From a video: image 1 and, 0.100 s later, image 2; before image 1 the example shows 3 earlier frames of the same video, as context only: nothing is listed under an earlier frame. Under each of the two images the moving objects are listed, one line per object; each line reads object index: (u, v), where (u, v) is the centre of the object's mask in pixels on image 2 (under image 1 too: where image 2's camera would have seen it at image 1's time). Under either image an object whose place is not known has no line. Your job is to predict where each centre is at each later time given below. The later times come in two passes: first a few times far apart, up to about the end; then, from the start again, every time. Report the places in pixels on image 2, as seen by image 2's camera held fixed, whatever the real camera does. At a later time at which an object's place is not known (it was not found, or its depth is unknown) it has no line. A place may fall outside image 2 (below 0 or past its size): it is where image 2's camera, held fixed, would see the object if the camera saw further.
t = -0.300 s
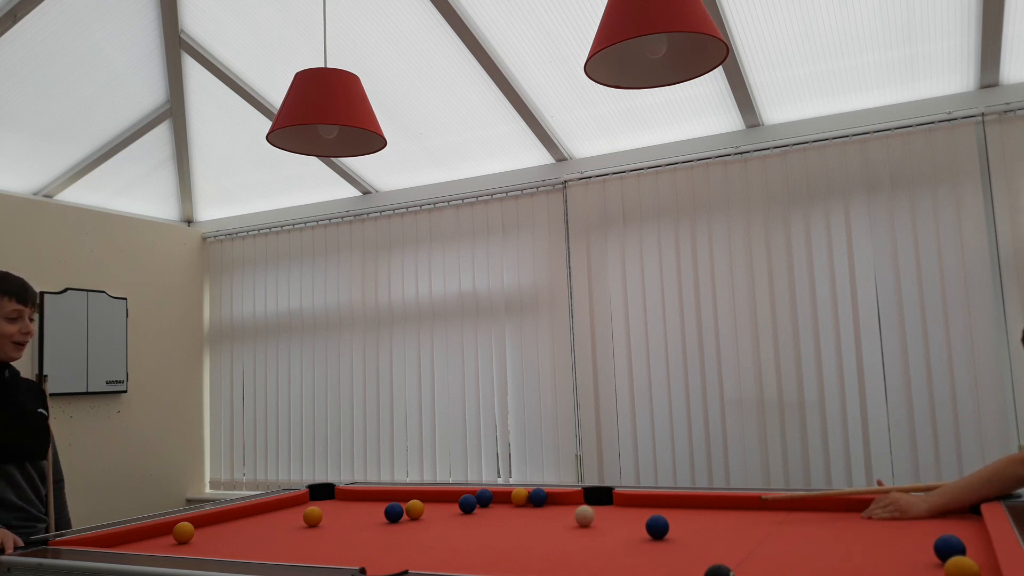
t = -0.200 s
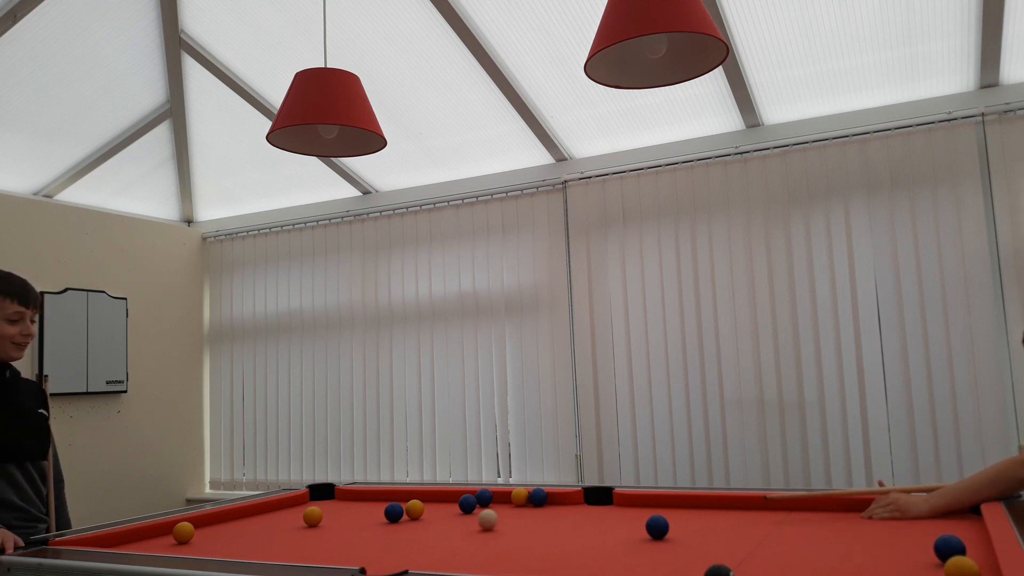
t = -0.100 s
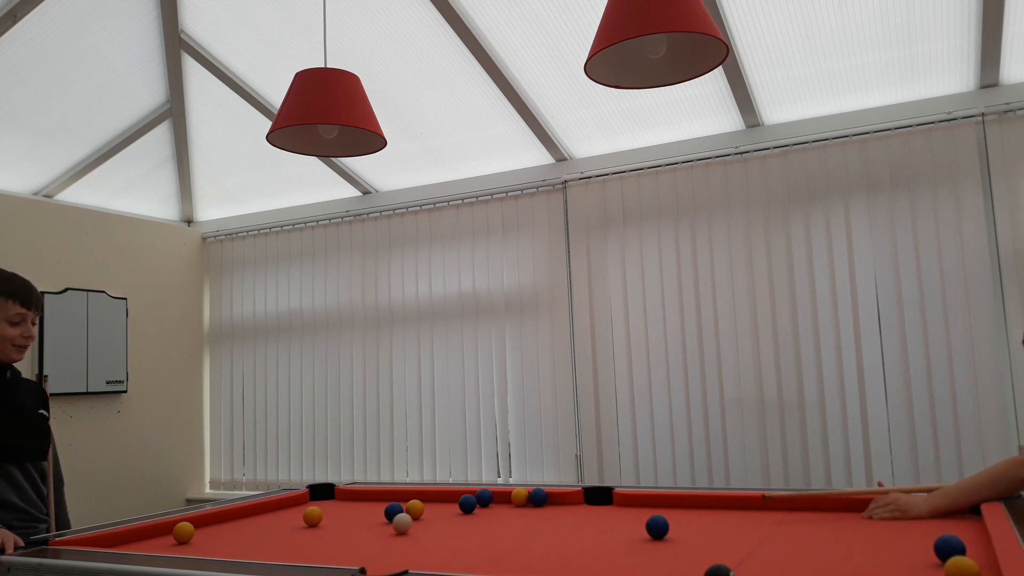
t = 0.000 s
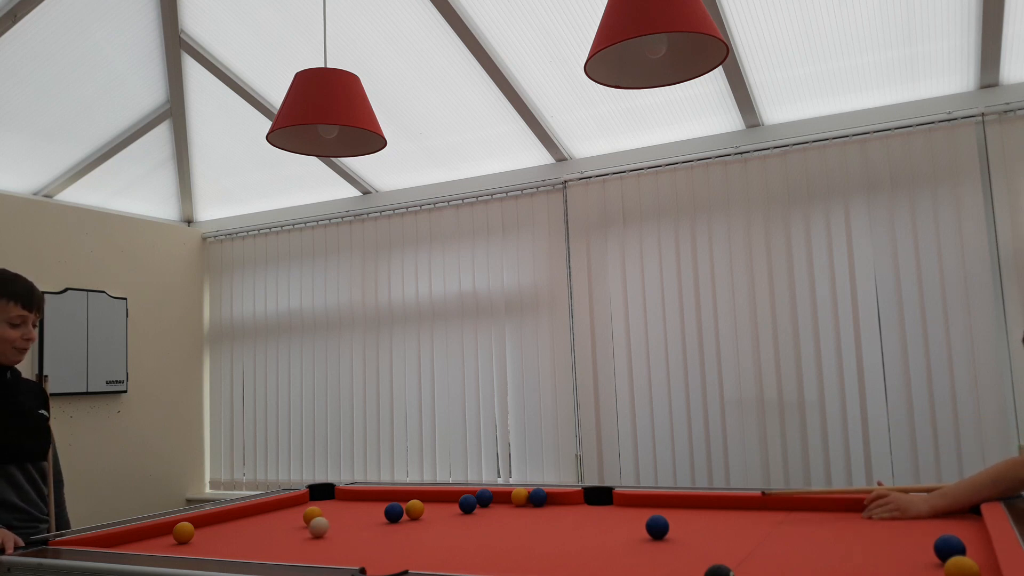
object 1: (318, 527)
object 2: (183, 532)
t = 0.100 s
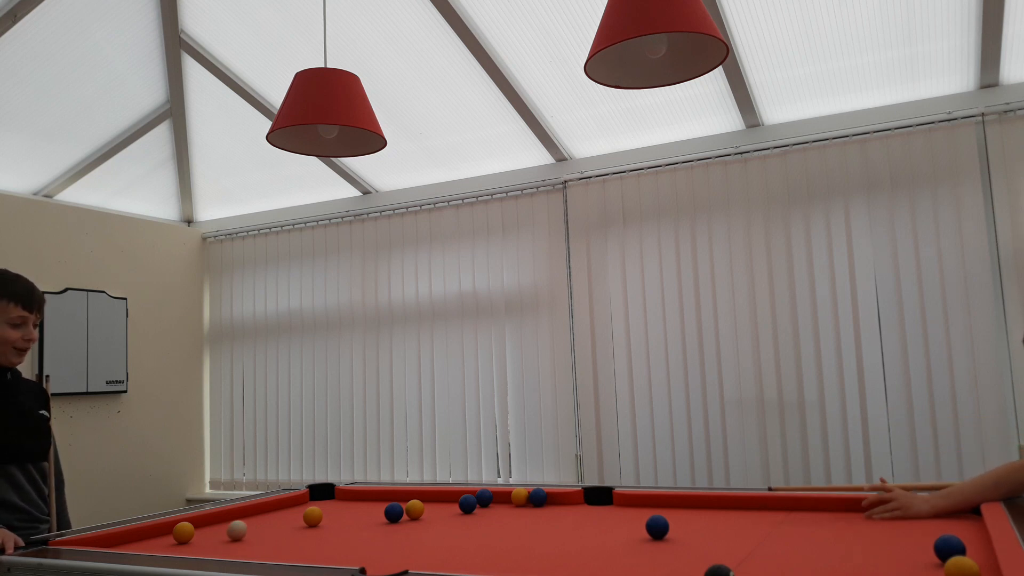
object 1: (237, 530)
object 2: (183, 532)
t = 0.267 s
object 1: (202, 528)
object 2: (119, 538)
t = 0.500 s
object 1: (185, 524)
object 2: (139, 544)
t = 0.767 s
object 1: (220, 525)
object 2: (202, 547)
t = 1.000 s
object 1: (249, 526)
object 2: (273, 548)
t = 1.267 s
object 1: (280, 527)
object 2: (353, 547)
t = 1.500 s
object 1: (307, 527)
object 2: (420, 544)
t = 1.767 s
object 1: (335, 527)
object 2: (495, 542)
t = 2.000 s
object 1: (359, 528)
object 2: (559, 540)
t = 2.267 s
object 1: (384, 528)
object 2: (628, 537)
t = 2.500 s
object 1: (403, 528)
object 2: (687, 535)
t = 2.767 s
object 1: (423, 528)
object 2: (751, 533)
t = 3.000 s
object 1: (438, 528)
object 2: (804, 531)
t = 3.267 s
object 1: (452, 528)
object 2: (862, 529)
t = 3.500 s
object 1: (462, 529)
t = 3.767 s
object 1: (470, 529)
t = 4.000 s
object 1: (475, 530)
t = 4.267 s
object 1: (477, 530)
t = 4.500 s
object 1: (477, 530)
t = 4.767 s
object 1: (477, 530)
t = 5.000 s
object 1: (477, 530)
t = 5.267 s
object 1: (477, 530)
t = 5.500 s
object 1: (477, 530)
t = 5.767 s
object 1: (477, 530)
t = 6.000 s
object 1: (477, 530)
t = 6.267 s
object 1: (477, 530)
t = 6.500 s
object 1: (477, 530)
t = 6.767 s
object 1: (477, 530)
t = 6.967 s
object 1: (477, 530)
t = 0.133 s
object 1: (210, 531)
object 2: (183, 532)
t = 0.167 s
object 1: (206, 530)
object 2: (164, 534)
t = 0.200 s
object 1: (206, 529)
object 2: (142, 535)
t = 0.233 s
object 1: (205, 528)
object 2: (121, 537)
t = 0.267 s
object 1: (202, 528)
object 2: (119, 538)
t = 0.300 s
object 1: (198, 527)
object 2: (122, 539)
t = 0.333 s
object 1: (194, 526)
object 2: (124, 540)
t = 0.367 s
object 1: (189, 526)
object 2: (127, 540)
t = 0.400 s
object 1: (185, 525)
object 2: (130, 541)
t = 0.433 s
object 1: (180, 525)
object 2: (133, 542)
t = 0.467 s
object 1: (180, 525)
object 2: (136, 543)
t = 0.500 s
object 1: (185, 524)
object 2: (139, 544)
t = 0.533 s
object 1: (190, 525)
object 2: (143, 545)
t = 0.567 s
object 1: (194, 525)
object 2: (146, 545)
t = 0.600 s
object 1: (198, 525)
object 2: (152, 546)
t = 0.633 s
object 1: (203, 525)
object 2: (162, 546)
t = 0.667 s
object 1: (207, 525)
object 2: (172, 546)
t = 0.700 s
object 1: (211, 526)
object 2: (182, 547)
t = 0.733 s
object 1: (215, 526)
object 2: (193, 547)
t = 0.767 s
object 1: (220, 525)
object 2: (202, 547)
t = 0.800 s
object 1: (224, 526)
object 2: (213, 547)
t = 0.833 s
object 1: (228, 526)
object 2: (222, 548)
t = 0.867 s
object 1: (232, 526)
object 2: (233, 548)
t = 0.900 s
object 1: (236, 526)
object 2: (243, 548)
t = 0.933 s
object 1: (241, 526)
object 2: (253, 548)
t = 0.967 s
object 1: (245, 526)
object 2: (263, 548)
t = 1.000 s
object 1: (249, 526)
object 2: (273, 548)
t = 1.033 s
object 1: (253, 526)
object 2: (283, 548)
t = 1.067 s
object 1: (257, 527)
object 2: (293, 548)
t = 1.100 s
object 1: (261, 527)
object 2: (303, 548)
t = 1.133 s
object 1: (265, 526)
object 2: (313, 548)
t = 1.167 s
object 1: (269, 526)
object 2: (323, 548)
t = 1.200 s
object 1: (273, 527)
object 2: (333, 547)
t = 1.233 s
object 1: (276, 527)
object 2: (342, 547)
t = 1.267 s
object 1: (280, 527)
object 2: (353, 547)
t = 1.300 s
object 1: (284, 527)
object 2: (362, 546)
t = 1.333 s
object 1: (288, 527)
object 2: (372, 546)
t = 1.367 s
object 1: (292, 527)
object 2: (382, 546)
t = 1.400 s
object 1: (296, 527)
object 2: (392, 545)
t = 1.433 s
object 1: (299, 527)
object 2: (401, 545)
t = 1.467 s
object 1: (303, 527)
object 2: (411, 545)
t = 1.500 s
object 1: (307, 527)
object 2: (420, 544)
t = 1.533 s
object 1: (311, 527)
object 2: (430, 544)
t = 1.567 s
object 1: (314, 527)
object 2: (439, 544)
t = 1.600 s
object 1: (318, 527)
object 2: (449, 544)
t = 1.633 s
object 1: (321, 527)
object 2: (458, 543)
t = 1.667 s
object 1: (325, 527)
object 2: (467, 543)
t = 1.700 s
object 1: (328, 527)
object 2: (477, 542)
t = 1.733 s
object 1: (332, 528)
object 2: (486, 542)
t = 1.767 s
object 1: (335, 527)
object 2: (495, 542)
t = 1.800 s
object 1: (339, 527)
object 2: (505, 541)
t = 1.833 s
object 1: (342, 528)
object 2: (514, 541)
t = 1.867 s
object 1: (346, 528)
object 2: (523, 541)
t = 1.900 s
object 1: (349, 528)
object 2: (532, 541)
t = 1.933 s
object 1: (353, 528)
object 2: (541, 540)
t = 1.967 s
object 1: (356, 528)
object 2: (550, 540)
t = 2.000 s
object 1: (359, 528)
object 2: (559, 540)
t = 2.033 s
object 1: (362, 528)
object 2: (567, 539)
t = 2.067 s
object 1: (365, 528)
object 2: (577, 539)
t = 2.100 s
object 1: (368, 528)
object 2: (585, 539)
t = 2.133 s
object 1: (372, 528)
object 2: (594, 538)
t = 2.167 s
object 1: (375, 528)
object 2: (602, 538)
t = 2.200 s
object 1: (378, 528)
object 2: (611, 538)
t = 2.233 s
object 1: (381, 528)
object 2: (620, 537)
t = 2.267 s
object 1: (384, 528)
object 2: (628, 537)
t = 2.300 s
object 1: (387, 528)
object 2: (637, 537)
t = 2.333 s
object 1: (389, 528)
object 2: (645, 537)
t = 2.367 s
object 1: (393, 528)
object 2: (654, 536)
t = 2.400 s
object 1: (395, 528)
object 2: (662, 536)
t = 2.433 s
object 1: (398, 528)
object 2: (671, 536)
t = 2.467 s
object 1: (401, 528)
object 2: (679, 536)
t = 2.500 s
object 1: (403, 528)
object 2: (687, 535)
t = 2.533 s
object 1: (406, 528)
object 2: (695, 535)
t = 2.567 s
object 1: (409, 528)
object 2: (703, 535)
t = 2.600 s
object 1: (411, 528)
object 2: (711, 535)
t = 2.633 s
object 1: (414, 528)
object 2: (720, 534)
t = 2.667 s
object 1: (416, 528)
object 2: (728, 534)
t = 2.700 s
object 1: (418, 528)
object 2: (735, 534)
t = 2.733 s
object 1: (421, 528)
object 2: (743, 534)
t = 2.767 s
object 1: (423, 528)
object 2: (751, 533)
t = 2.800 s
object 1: (425, 528)
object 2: (759, 533)
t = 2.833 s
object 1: (428, 528)
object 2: (767, 533)
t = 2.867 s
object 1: (430, 528)
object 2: (774, 532)
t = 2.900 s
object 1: (432, 528)
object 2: (782, 532)
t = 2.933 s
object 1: (434, 528)
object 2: (790, 532)
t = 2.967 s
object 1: (437, 528)
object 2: (797, 531)
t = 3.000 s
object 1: (438, 528)
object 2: (804, 531)
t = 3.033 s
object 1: (440, 528)
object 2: (812, 531)
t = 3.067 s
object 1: (442, 528)
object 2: (819, 530)
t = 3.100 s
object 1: (444, 528)
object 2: (826, 530)
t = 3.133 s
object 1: (446, 528)
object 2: (834, 530)
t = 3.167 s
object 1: (447, 528)
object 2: (841, 530)
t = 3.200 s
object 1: (449, 528)
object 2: (848, 530)
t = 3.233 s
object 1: (450, 528)
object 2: (855, 529)
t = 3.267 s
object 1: (452, 528)
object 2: (862, 529)
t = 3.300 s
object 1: (453, 528)
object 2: (869, 528)
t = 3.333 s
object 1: (455, 529)
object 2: (876, 529)
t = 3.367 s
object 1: (457, 528)
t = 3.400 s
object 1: (458, 529)
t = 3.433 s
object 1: (459, 528)
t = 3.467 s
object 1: (460, 528)
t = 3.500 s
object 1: (462, 529)
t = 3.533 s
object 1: (463, 529)
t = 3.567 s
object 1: (464, 529)
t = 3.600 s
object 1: (465, 529)
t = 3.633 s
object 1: (466, 529)
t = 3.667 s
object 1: (467, 529)
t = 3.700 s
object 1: (468, 529)
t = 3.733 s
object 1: (469, 529)
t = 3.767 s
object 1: (470, 529)
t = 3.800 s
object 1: (470, 529)
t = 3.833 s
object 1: (471, 529)
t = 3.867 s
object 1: (472, 529)
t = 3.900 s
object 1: (473, 529)
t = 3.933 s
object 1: (473, 529)
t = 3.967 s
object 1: (474, 529)
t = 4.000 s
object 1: (475, 530)
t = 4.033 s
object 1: (475, 529)
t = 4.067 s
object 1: (475, 530)
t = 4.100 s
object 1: (476, 530)
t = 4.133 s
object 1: (476, 530)
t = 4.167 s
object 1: (476, 530)
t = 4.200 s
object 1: (476, 530)
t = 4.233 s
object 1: (477, 530)
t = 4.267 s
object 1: (477, 530)
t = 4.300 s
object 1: (477, 530)
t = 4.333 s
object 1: (477, 530)
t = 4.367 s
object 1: (477, 530)
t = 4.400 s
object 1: (477, 530)
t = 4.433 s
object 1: (477, 530)
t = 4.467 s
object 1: (477, 530)
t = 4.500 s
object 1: (477, 530)
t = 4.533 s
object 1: (477, 530)
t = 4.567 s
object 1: (477, 530)
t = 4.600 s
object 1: (477, 530)
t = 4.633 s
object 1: (477, 530)
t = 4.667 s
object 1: (477, 530)
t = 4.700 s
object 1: (477, 530)
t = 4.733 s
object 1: (477, 530)
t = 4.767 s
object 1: (477, 530)
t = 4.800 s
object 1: (477, 530)
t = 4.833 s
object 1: (477, 530)
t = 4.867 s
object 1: (477, 530)
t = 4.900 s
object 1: (477, 530)
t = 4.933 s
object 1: (477, 530)
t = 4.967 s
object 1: (477, 530)
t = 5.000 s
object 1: (477, 530)
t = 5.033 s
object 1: (477, 530)
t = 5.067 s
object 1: (477, 530)
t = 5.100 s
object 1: (477, 530)
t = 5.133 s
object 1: (477, 530)
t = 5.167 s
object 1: (477, 530)
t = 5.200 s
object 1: (477, 530)
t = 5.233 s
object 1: (477, 530)
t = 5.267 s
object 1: (477, 530)
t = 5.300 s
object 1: (477, 530)
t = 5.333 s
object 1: (477, 530)
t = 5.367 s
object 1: (477, 530)
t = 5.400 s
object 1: (477, 530)
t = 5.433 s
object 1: (477, 530)
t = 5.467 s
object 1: (477, 530)
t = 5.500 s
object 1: (477, 530)
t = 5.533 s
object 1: (477, 530)
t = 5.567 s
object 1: (477, 530)
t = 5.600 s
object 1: (477, 530)
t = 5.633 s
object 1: (477, 530)
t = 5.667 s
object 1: (477, 530)
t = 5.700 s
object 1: (477, 530)
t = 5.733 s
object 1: (477, 530)
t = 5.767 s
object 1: (477, 530)
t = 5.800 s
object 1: (477, 530)
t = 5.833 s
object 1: (477, 530)
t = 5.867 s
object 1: (477, 530)
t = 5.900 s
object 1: (477, 530)
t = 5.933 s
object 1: (477, 530)
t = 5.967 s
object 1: (477, 530)
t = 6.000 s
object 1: (477, 530)
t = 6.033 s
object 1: (477, 530)
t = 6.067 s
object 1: (477, 530)
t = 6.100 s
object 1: (477, 530)
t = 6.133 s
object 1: (477, 530)
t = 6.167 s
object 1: (477, 530)
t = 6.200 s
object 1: (477, 530)
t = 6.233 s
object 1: (477, 530)
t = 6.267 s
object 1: (477, 530)
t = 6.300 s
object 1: (477, 529)
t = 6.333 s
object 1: (477, 530)
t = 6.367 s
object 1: (477, 530)
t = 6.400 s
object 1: (477, 530)
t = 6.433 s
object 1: (477, 530)
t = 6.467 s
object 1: (477, 530)
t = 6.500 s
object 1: (477, 530)
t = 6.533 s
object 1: (477, 530)
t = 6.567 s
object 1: (477, 530)
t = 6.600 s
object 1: (477, 530)
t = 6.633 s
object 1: (477, 530)
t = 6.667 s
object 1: (477, 530)
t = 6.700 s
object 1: (477, 530)
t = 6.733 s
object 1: (477, 530)
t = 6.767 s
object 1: (477, 530)
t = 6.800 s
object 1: (477, 530)
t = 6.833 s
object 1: (477, 530)
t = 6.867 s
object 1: (477, 530)
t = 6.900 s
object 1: (477, 530)
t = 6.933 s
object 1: (477, 530)
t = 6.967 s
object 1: (477, 530)
